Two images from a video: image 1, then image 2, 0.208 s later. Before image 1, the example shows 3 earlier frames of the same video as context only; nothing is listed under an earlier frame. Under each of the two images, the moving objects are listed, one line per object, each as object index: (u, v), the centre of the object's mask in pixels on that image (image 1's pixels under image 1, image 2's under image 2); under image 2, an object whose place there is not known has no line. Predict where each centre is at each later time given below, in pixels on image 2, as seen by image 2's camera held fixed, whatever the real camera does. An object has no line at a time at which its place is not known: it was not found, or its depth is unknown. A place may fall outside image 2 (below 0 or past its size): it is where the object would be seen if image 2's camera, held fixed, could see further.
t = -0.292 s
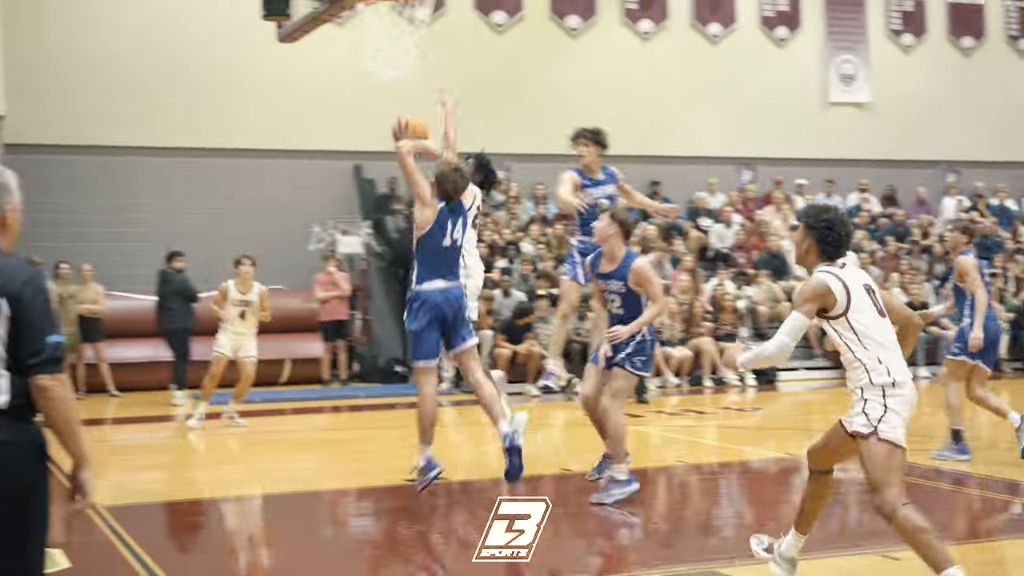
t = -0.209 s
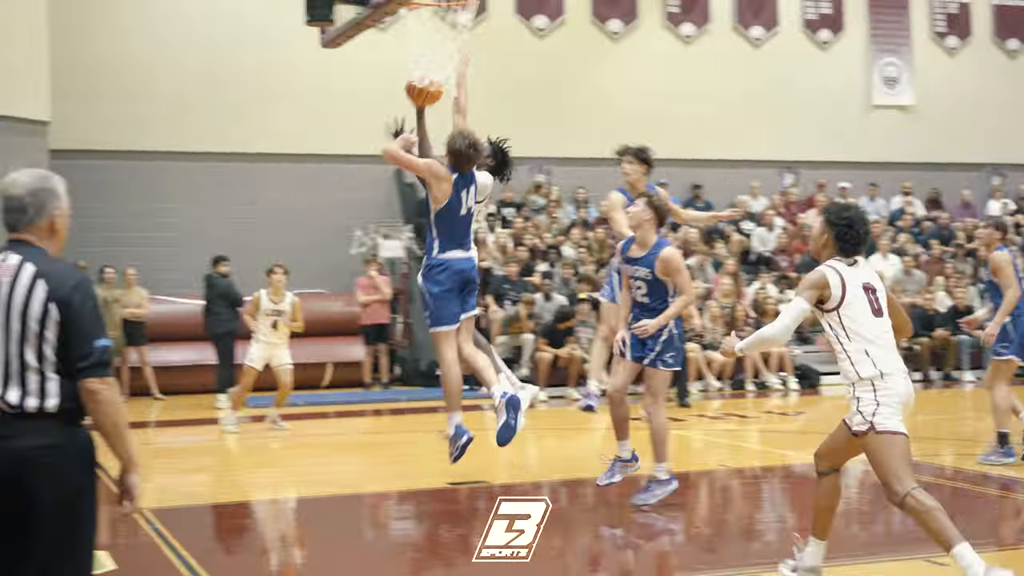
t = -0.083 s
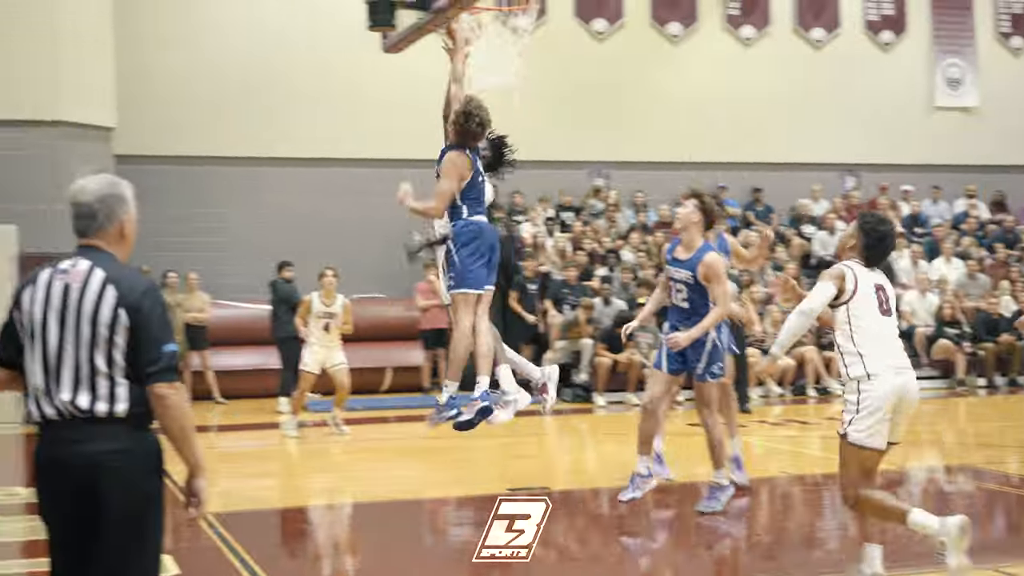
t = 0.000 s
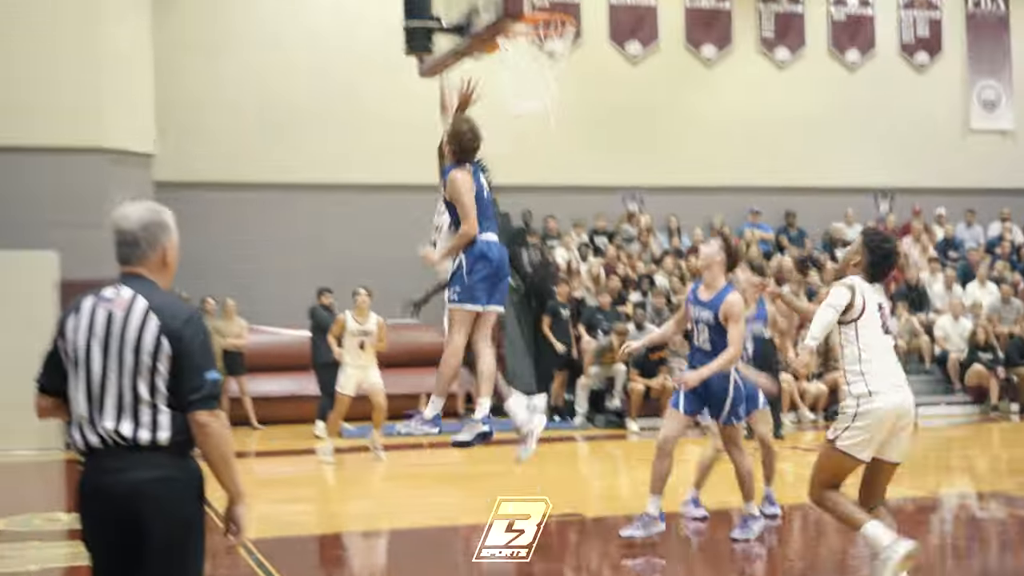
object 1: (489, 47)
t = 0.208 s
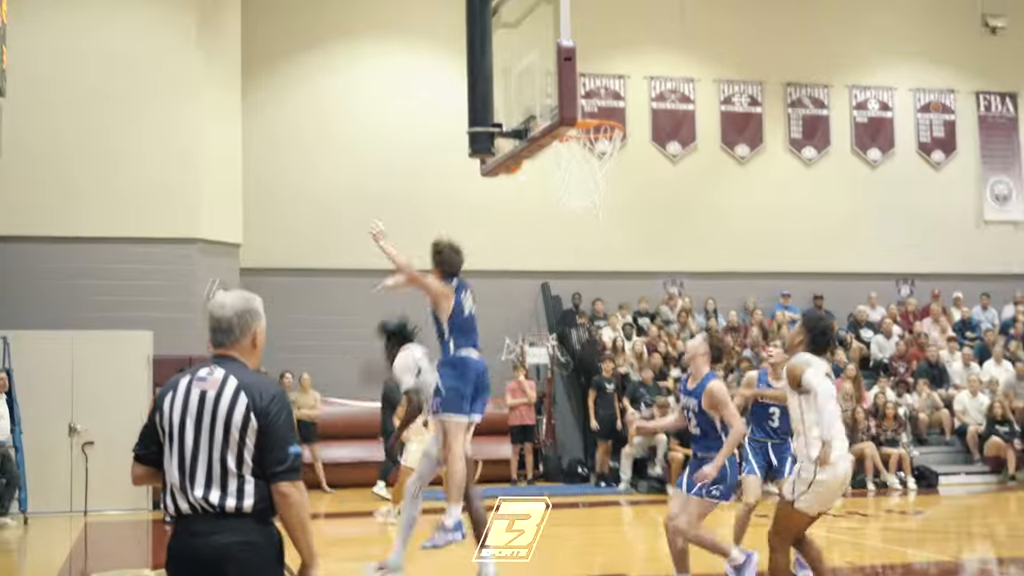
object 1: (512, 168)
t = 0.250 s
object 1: (505, 178)
